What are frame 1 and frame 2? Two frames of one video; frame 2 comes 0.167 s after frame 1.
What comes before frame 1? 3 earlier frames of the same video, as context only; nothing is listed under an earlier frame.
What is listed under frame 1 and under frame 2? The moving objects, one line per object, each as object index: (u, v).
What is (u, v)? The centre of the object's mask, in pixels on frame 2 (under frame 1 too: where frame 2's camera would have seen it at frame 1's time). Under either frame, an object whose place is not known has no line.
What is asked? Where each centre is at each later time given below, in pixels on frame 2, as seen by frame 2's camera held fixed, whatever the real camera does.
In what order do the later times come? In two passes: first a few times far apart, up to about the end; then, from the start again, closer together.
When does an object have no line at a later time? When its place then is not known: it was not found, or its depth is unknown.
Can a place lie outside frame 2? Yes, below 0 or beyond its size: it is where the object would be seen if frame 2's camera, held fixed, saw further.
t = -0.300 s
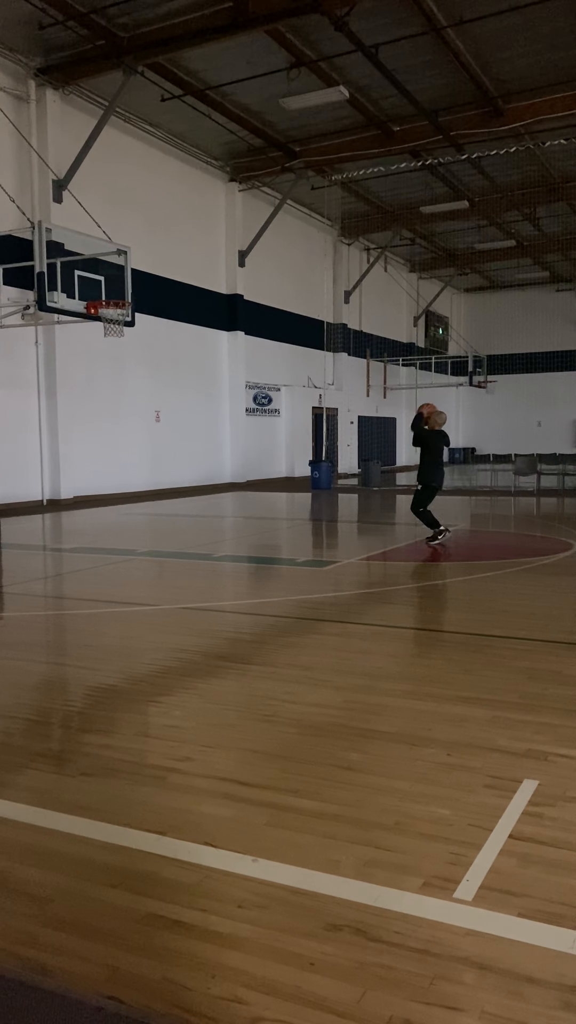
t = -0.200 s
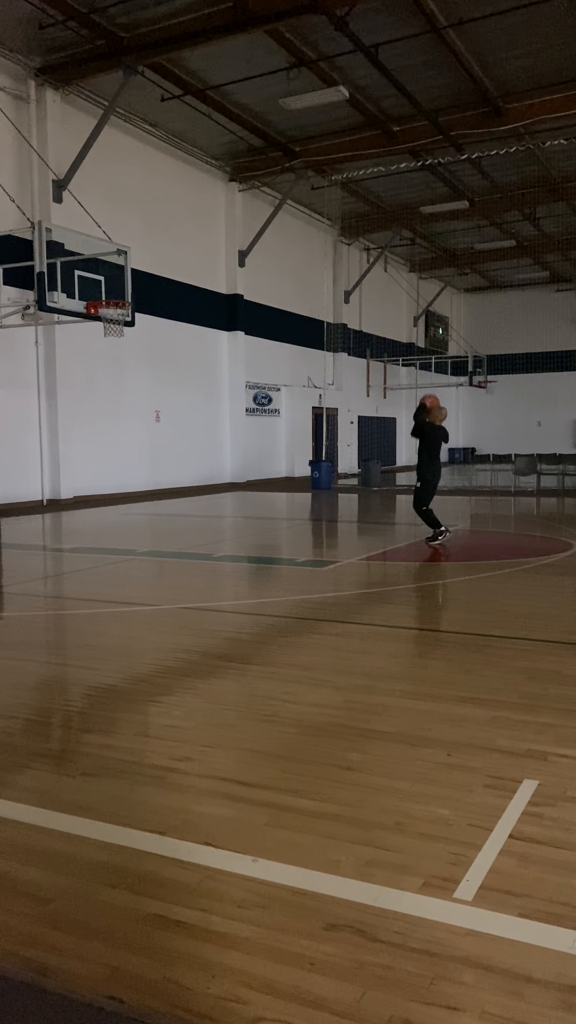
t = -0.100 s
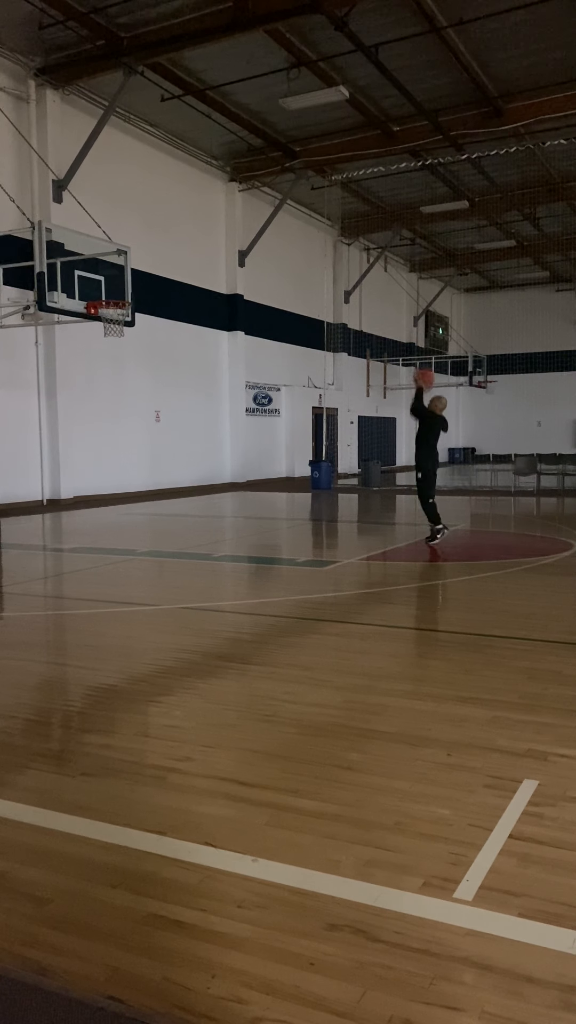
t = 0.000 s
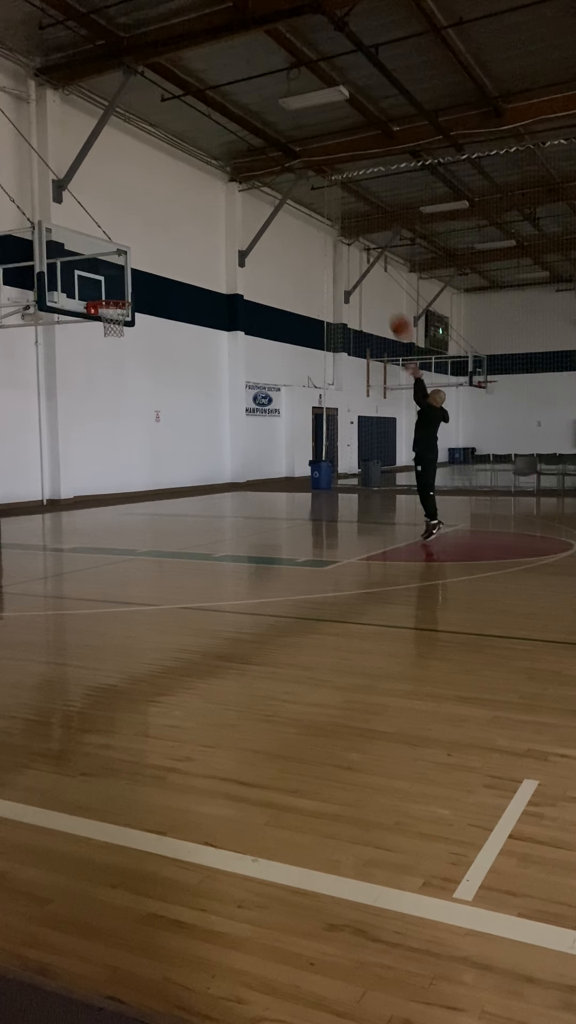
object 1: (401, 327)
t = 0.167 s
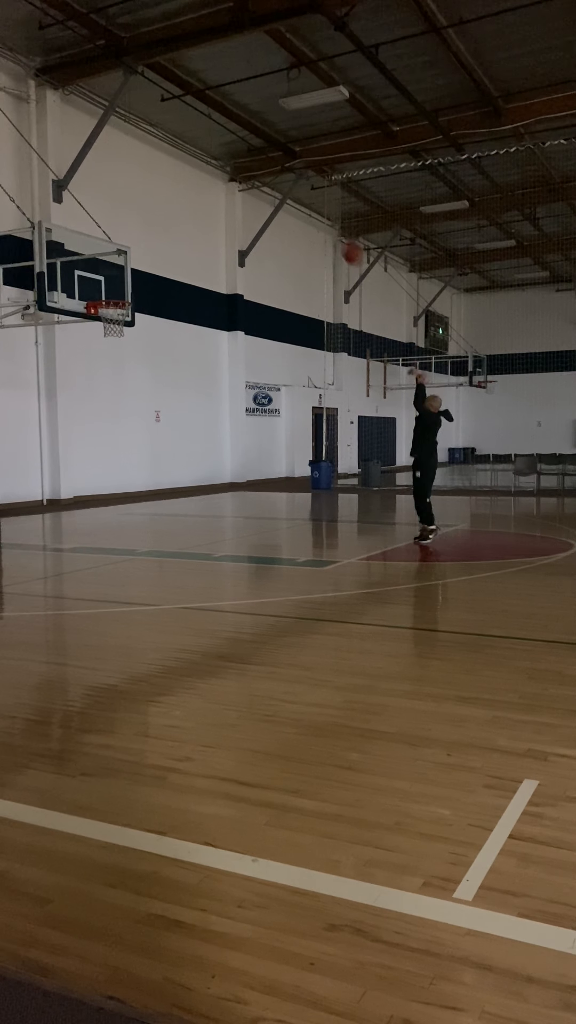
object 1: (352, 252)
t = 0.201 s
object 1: (343, 241)
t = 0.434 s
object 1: (279, 189)
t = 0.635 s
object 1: (229, 181)
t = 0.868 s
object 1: (174, 212)
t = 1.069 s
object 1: (132, 269)
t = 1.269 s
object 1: (100, 331)
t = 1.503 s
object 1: (85, 391)
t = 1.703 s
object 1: (73, 469)
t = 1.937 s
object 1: (75, 476)
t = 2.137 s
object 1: (89, 429)
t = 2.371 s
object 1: (107, 409)
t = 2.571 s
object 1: (123, 422)
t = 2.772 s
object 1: (140, 462)
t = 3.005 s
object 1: (156, 504)
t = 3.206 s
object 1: (166, 465)
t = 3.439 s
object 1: (178, 455)
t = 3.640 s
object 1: (189, 476)
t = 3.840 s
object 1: (200, 516)
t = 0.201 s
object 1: (343, 241)
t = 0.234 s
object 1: (334, 232)
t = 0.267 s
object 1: (324, 223)
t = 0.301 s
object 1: (313, 213)
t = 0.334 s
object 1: (306, 206)
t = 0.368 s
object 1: (296, 200)
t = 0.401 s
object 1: (288, 194)
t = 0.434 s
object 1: (279, 189)
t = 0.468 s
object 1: (271, 184)
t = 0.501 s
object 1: (263, 183)
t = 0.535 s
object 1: (254, 182)
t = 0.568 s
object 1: (245, 182)
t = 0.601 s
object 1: (238, 182)
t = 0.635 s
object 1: (229, 181)
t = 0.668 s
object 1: (220, 183)
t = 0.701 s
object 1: (212, 186)
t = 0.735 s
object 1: (205, 189)
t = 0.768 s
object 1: (197, 194)
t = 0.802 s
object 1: (189, 199)
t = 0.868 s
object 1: (174, 212)
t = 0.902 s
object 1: (167, 220)
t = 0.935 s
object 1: (160, 227)
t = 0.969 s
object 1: (152, 237)
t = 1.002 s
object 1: (145, 247)
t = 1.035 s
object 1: (139, 257)
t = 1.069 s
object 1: (132, 269)
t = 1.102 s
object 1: (124, 282)
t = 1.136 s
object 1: (117, 293)
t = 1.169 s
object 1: (114, 306)
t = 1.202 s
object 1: (105, 321)
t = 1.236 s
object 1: (102, 326)
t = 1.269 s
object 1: (100, 331)
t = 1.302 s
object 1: (98, 338)
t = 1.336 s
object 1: (96, 345)
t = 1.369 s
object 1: (94, 352)
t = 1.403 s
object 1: (91, 361)
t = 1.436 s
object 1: (89, 370)
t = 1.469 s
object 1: (87, 380)
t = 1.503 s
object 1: (85, 391)
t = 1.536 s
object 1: (83, 402)
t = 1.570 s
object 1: (81, 414)
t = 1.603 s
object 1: (79, 427)
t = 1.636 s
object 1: (77, 440)
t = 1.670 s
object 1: (75, 454)
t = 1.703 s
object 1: (73, 469)
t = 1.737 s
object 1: (72, 484)
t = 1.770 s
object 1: (68, 501)
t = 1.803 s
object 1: (67, 517)
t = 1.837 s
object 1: (68, 510)
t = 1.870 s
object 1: (70, 498)
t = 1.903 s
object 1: (73, 486)
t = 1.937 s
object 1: (75, 476)
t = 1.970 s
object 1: (78, 466)
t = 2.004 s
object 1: (80, 457)
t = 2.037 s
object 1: (82, 449)
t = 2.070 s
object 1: (85, 441)
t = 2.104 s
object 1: (87, 434)
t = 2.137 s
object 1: (89, 429)
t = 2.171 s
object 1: (92, 424)
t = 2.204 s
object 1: (94, 419)
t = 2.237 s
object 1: (97, 415)
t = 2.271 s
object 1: (99, 413)
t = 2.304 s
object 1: (102, 411)
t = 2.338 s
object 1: (104, 409)
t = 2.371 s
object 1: (107, 409)
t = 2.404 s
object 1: (110, 409)
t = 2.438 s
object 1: (112, 410)
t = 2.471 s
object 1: (115, 412)
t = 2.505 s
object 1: (118, 414)
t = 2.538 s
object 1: (120, 418)
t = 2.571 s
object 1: (123, 422)
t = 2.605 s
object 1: (126, 427)
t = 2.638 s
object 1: (129, 432)
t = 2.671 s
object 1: (132, 438)
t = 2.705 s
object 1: (134, 446)
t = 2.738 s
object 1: (137, 454)
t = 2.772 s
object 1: (140, 462)
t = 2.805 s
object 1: (143, 471)
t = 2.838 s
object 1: (145, 481)
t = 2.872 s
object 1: (148, 492)
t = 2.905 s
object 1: (151, 505)
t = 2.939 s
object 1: (153, 516)
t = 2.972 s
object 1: (155, 513)
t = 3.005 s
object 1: (156, 504)
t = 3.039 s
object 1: (158, 496)
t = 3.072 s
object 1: (160, 488)
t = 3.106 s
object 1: (161, 481)
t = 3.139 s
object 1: (163, 475)
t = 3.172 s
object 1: (165, 469)
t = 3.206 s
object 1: (166, 465)
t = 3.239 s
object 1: (168, 461)
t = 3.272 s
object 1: (170, 458)
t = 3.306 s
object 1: (171, 456)
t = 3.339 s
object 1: (173, 455)
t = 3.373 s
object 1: (175, 454)
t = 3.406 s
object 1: (177, 454)
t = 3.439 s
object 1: (178, 455)
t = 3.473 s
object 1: (180, 456)
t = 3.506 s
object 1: (182, 459)
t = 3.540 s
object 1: (184, 462)
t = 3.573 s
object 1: (186, 465)
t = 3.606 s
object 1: (187, 471)
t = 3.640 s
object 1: (189, 476)
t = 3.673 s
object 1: (191, 482)
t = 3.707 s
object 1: (193, 489)
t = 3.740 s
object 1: (195, 497)
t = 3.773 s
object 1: (197, 506)
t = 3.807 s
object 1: (199, 515)
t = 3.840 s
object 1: (200, 516)
